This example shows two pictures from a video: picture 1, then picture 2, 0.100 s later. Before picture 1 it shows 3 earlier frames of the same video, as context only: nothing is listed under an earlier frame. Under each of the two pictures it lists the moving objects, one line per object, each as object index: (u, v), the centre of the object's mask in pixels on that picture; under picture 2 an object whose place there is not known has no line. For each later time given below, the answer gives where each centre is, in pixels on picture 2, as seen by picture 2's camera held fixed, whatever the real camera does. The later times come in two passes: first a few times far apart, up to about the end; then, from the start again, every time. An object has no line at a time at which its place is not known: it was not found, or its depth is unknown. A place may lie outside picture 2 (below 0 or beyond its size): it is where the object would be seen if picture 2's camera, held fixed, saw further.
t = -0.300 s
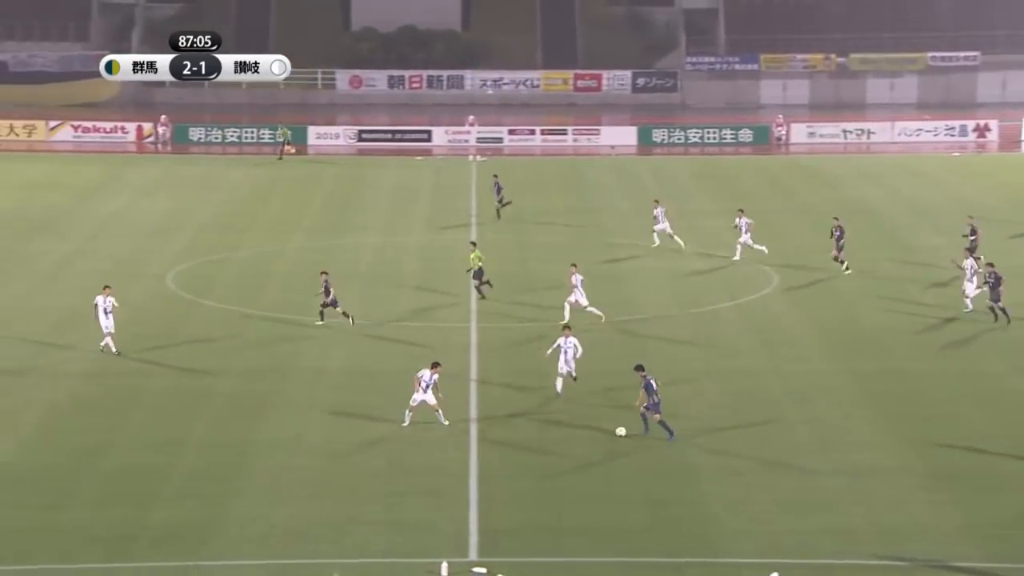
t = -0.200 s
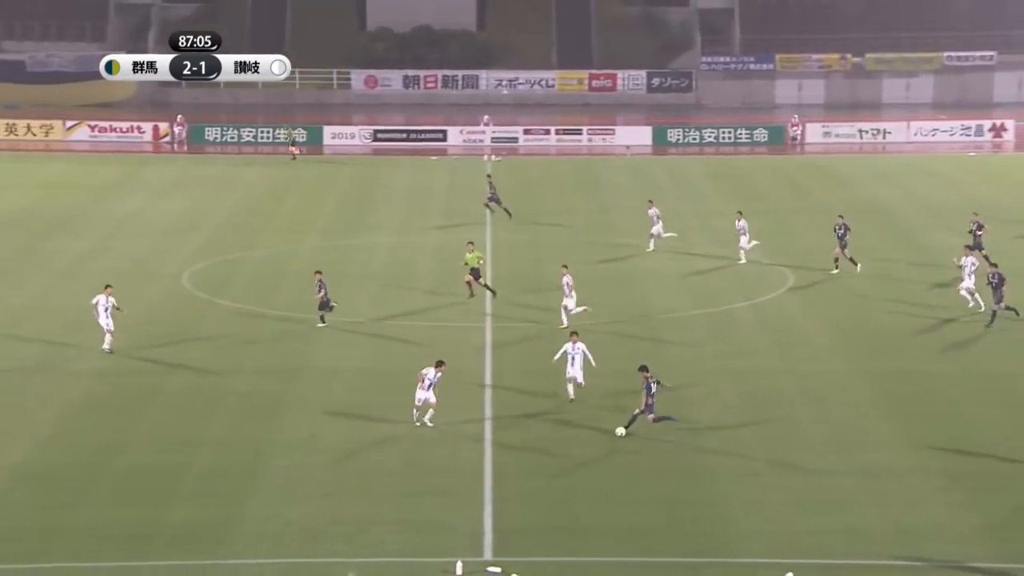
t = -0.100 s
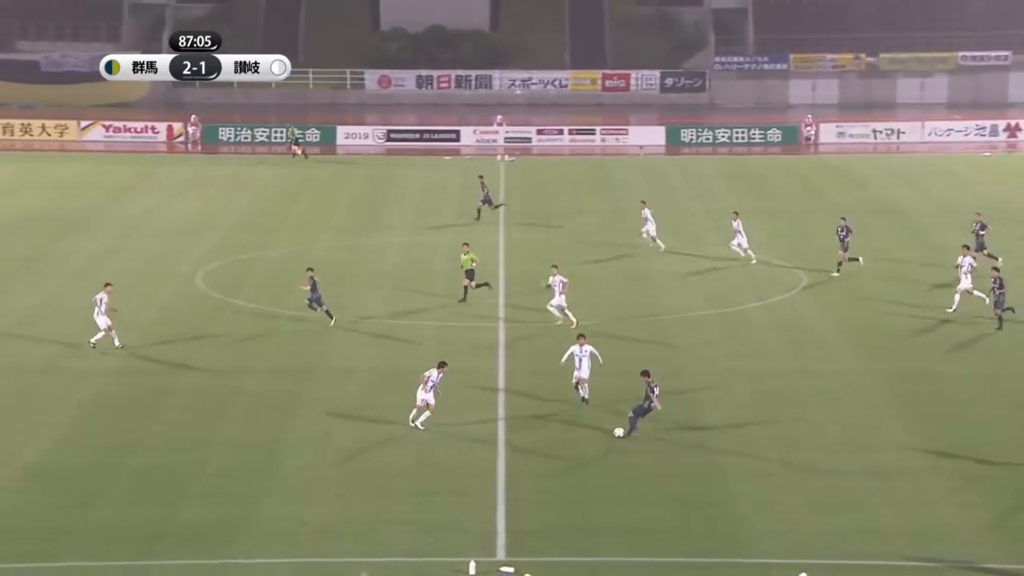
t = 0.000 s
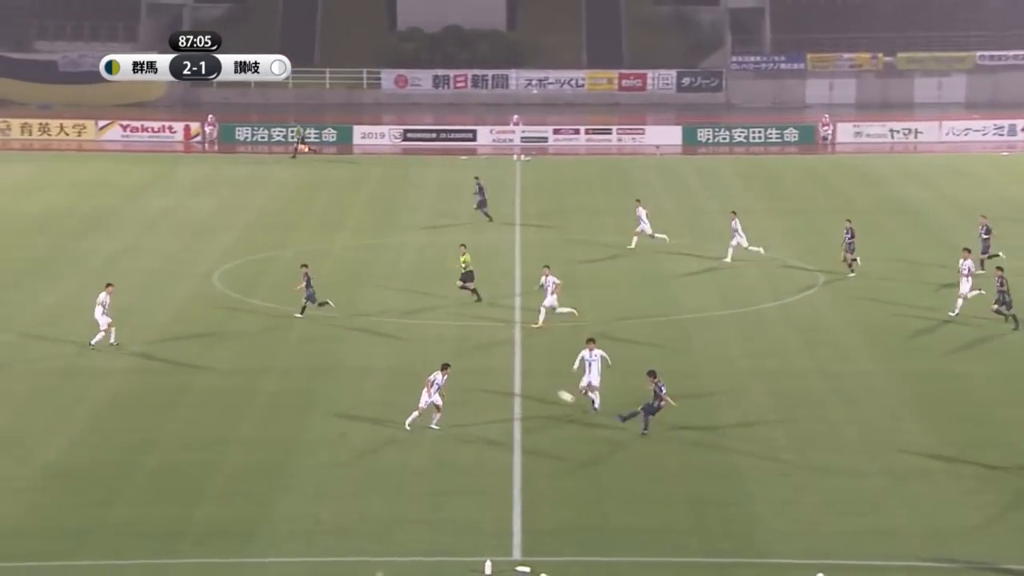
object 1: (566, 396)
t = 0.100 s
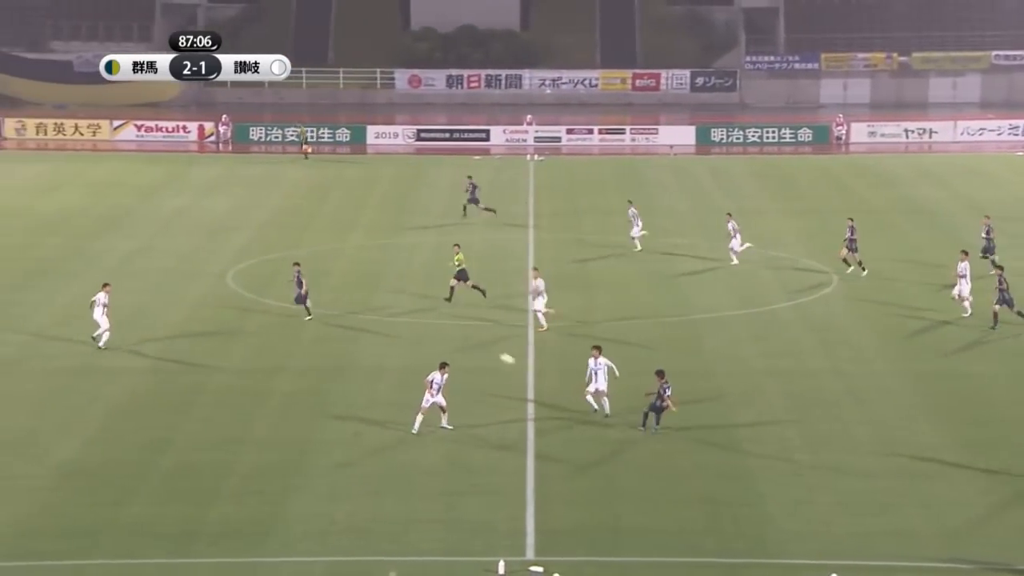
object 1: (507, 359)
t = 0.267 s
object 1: (407, 309)
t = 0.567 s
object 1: (273, 244)
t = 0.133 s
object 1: (485, 348)
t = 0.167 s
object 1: (464, 337)
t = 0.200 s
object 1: (444, 327)
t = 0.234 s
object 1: (426, 317)
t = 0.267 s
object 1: (407, 309)
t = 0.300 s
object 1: (389, 299)
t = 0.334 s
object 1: (373, 291)
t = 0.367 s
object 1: (357, 283)
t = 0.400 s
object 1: (341, 276)
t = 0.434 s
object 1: (327, 269)
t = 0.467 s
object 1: (312, 262)
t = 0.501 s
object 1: (298, 256)
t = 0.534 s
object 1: (285, 250)
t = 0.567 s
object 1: (273, 244)
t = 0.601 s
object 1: (261, 239)
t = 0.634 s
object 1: (249, 234)
